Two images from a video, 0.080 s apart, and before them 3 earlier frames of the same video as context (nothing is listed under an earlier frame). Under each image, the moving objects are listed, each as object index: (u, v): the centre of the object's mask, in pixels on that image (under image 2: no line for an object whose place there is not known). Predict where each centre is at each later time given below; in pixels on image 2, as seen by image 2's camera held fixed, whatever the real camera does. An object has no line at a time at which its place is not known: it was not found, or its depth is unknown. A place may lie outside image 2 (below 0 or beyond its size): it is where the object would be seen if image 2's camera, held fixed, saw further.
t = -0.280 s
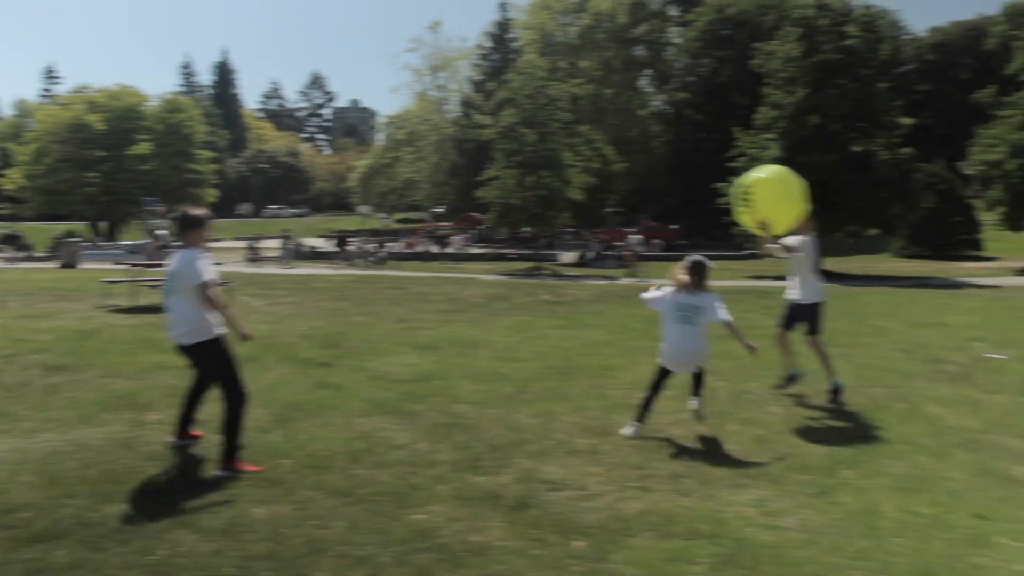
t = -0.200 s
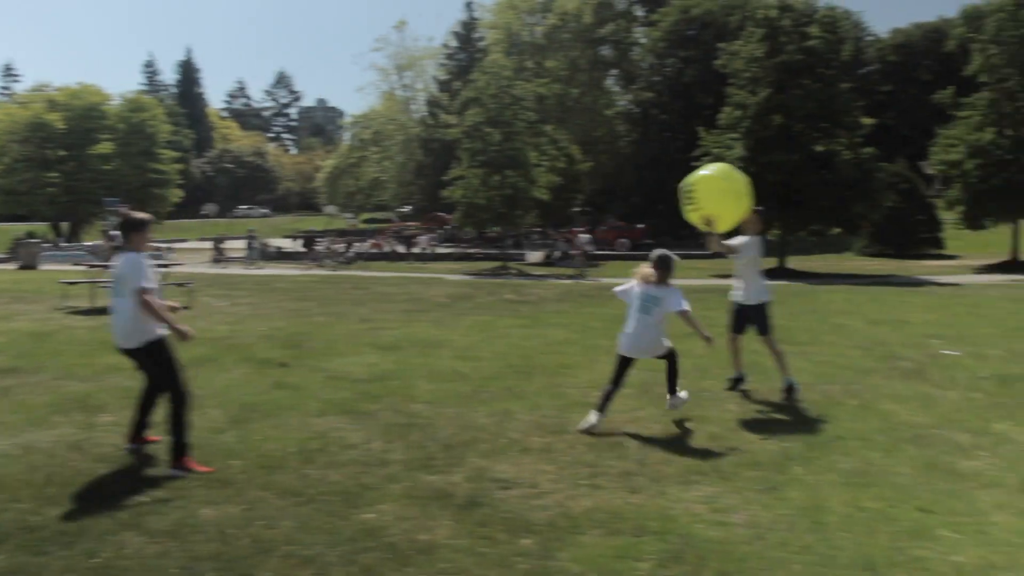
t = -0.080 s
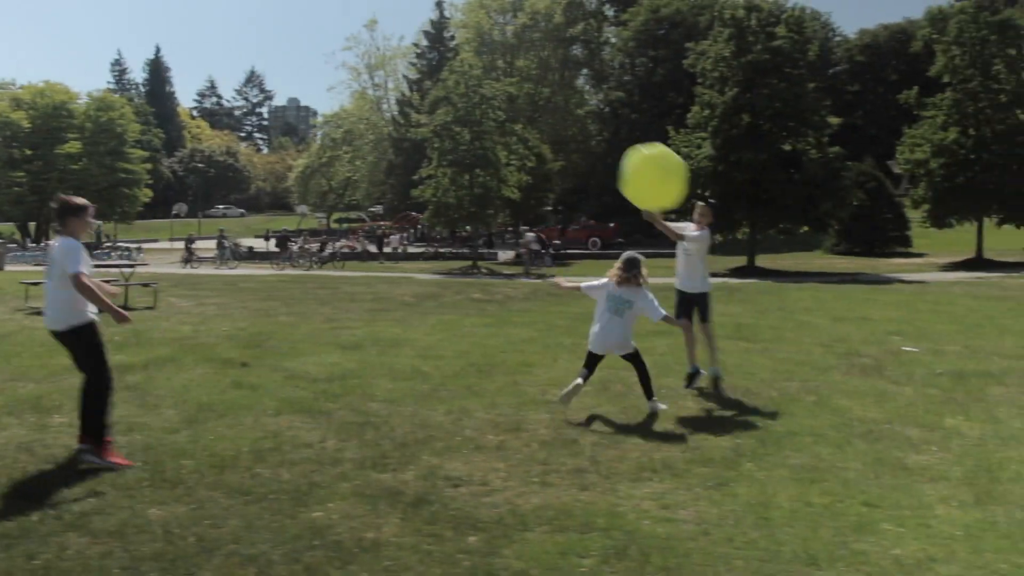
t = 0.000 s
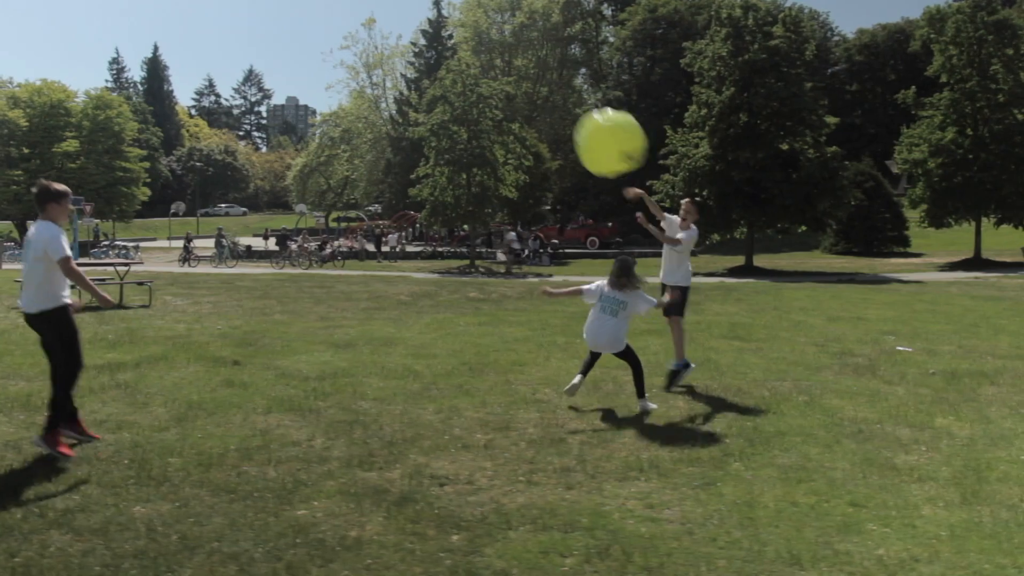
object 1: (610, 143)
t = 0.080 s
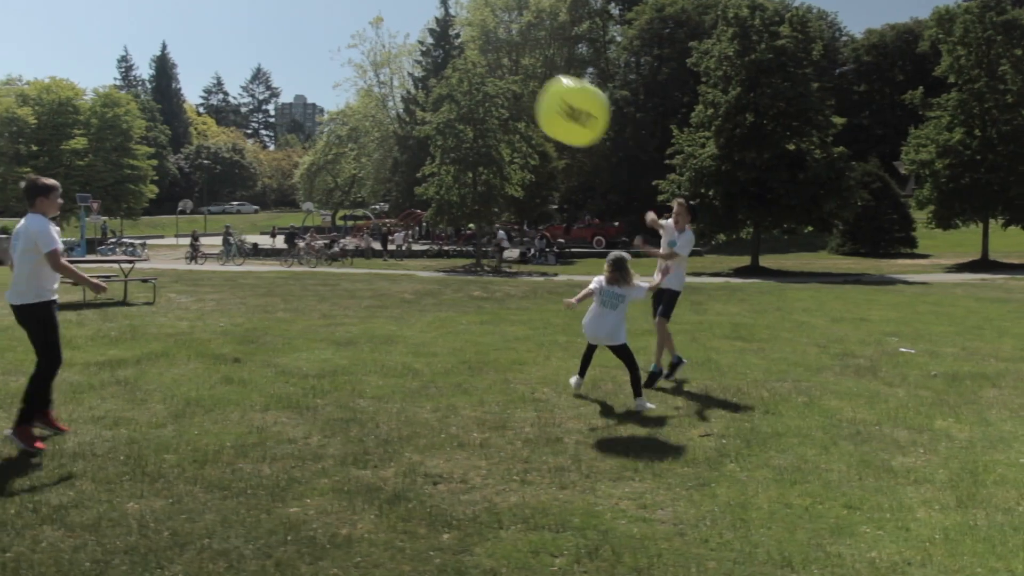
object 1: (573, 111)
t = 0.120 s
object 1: (556, 99)
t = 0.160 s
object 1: (537, 87)
